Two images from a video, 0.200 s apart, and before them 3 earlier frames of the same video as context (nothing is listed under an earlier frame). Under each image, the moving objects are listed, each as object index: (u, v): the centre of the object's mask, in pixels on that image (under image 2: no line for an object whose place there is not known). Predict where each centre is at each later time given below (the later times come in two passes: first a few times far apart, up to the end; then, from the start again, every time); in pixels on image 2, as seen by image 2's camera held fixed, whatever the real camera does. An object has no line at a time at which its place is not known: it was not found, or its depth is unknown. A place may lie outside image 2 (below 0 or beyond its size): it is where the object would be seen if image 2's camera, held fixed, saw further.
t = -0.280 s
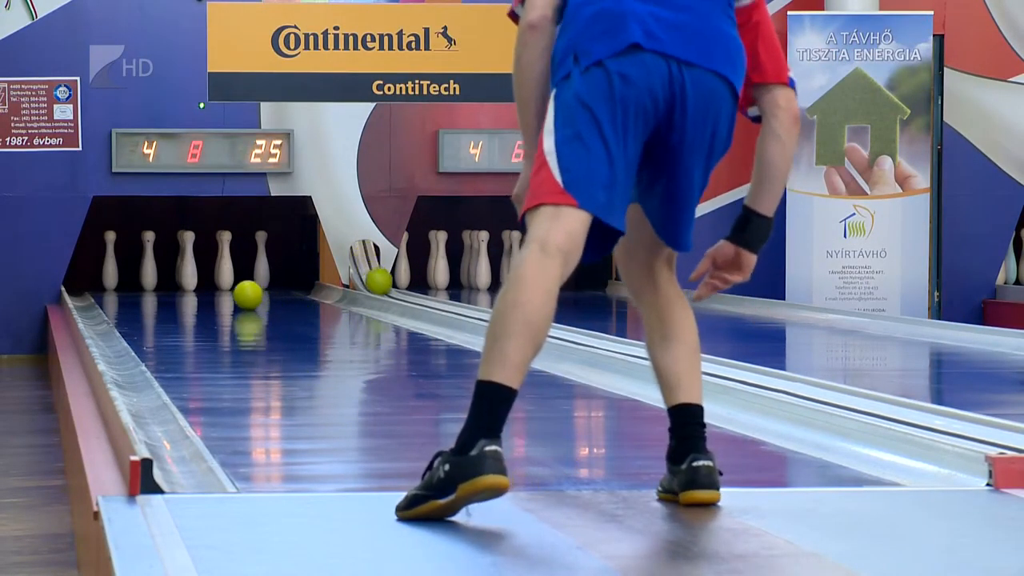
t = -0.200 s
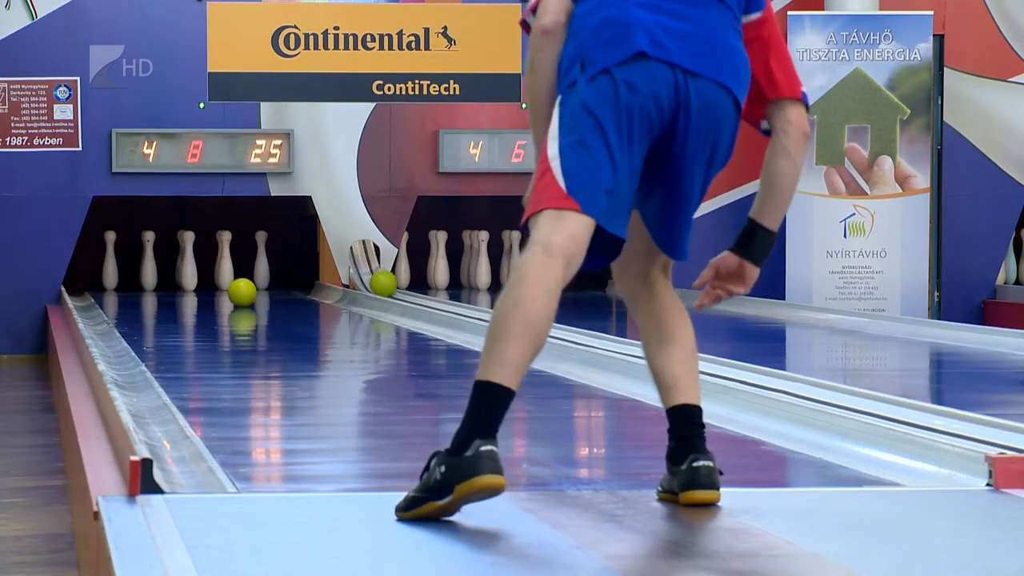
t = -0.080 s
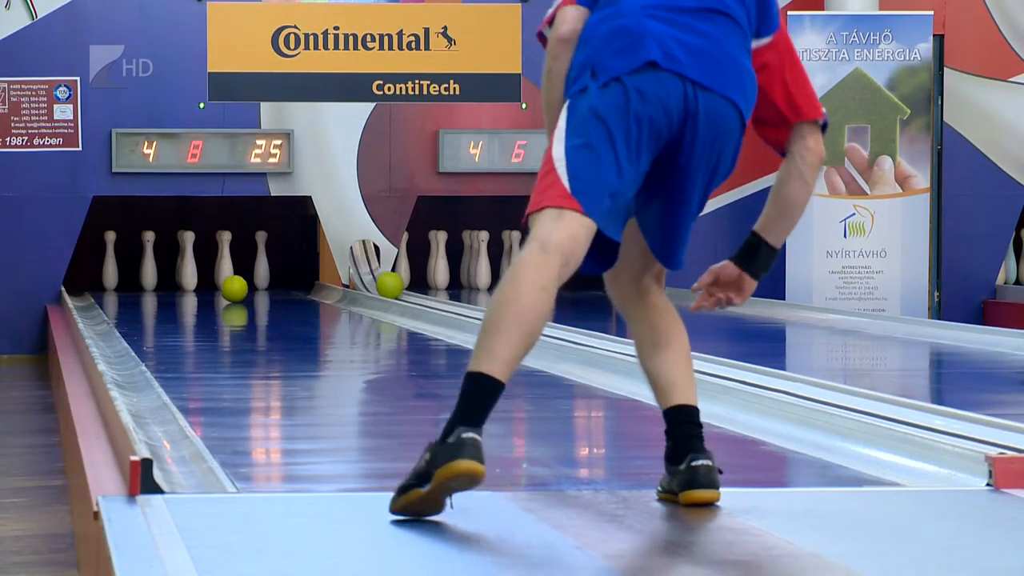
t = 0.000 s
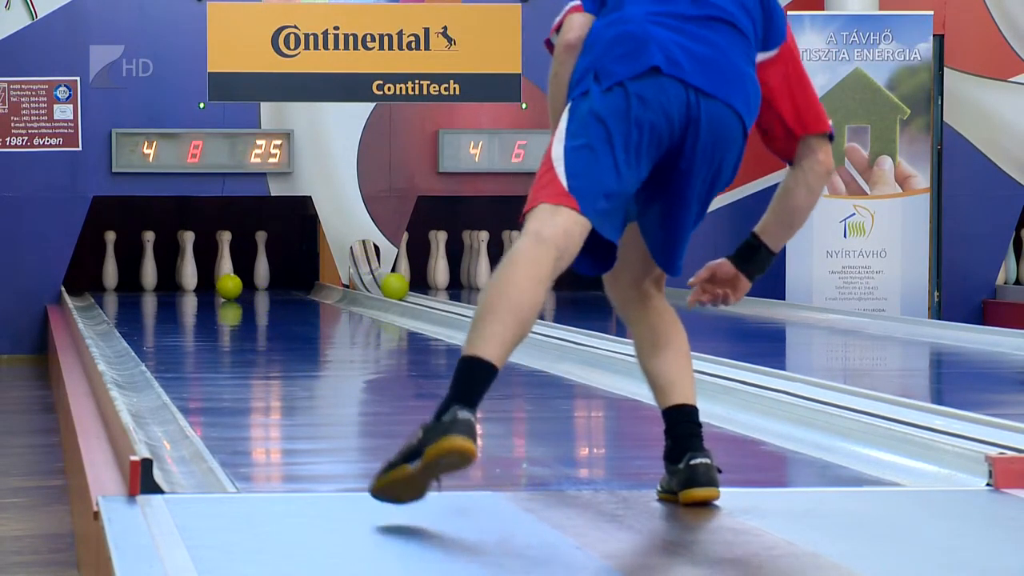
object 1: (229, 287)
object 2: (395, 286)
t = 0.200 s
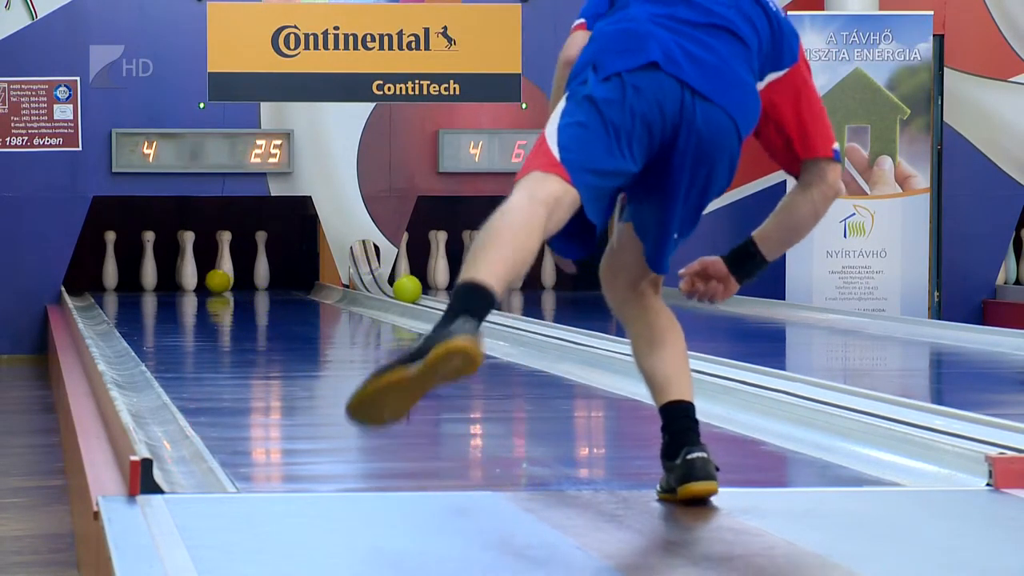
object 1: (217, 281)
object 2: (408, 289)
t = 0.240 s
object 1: (216, 280)
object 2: (410, 289)
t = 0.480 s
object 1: (201, 277)
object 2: (425, 292)
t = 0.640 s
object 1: (210, 276)
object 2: (436, 295)
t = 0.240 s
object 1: (216, 280)
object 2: (410, 289)
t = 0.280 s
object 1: (214, 279)
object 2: (412, 290)
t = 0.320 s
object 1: (209, 278)
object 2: (415, 290)
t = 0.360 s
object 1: (203, 278)
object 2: (417, 291)
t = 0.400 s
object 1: (202, 278)
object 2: (420, 291)
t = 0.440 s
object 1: (201, 277)
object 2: (423, 292)
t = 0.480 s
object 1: (201, 277)
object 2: (425, 292)
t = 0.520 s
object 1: (204, 277)
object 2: (428, 293)
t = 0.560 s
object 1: (205, 276)
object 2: (430, 293)
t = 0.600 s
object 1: (206, 275)
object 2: (433, 294)
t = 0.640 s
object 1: (210, 276)
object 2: (436, 295)
